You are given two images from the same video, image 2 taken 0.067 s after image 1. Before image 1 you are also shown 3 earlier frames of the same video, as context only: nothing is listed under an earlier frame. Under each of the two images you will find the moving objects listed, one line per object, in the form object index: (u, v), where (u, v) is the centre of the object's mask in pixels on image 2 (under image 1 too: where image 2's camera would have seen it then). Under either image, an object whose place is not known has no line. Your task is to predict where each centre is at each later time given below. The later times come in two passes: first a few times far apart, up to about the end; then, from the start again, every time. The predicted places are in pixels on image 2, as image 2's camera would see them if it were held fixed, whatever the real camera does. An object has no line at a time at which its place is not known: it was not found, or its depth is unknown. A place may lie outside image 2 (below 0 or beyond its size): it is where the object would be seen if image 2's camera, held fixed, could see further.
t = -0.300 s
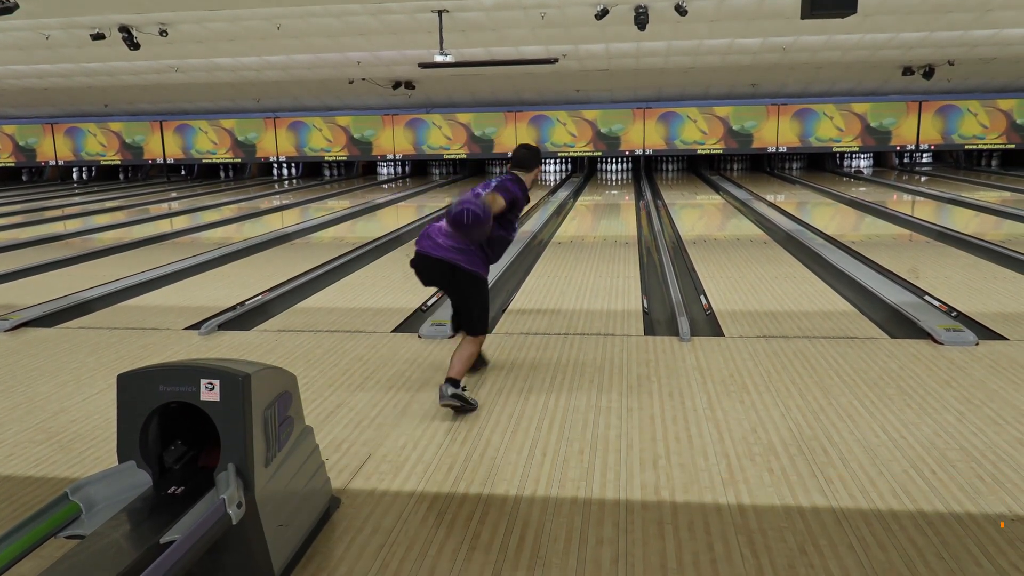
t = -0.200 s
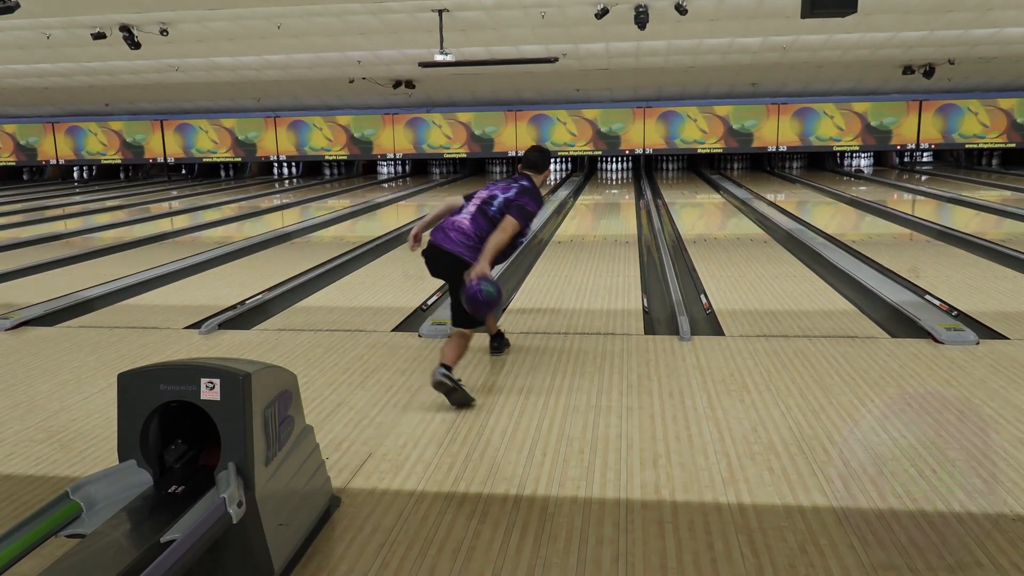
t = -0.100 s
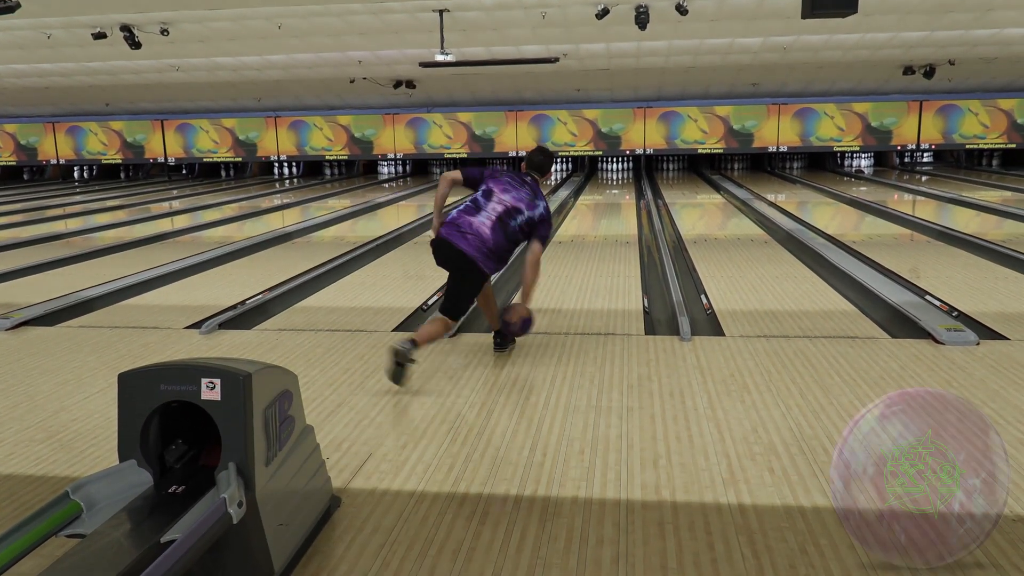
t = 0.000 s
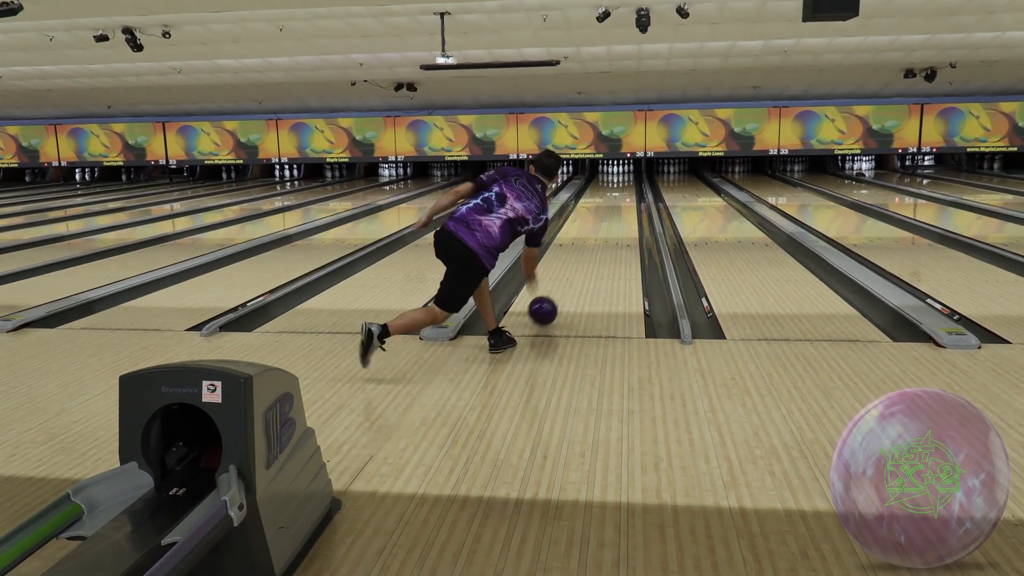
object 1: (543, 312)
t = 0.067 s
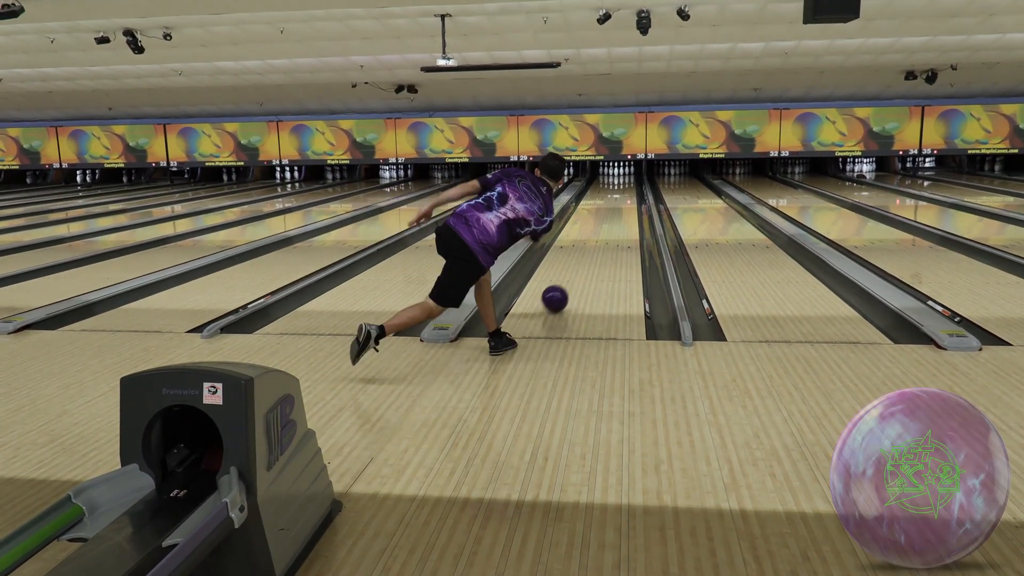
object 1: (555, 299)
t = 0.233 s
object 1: (576, 268)
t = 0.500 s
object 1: (598, 236)
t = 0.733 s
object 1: (610, 219)
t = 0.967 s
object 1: (618, 205)
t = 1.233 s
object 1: (624, 194)
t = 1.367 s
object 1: (626, 190)
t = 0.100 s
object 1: (560, 291)
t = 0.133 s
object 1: (564, 285)
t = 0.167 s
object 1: (569, 279)
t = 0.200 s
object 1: (572, 273)
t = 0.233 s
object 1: (576, 268)
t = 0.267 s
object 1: (580, 263)
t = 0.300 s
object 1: (583, 258)
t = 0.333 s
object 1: (586, 254)
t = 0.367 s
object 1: (588, 250)
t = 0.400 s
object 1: (591, 246)
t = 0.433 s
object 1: (593, 243)
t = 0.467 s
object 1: (596, 239)
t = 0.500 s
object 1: (598, 236)
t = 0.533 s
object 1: (600, 233)
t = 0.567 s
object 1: (602, 230)
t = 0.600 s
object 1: (604, 228)
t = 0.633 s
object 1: (605, 225)
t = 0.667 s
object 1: (607, 223)
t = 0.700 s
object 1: (608, 221)
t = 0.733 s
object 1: (610, 219)
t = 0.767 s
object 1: (611, 216)
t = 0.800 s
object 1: (612, 215)
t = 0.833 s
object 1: (614, 212)
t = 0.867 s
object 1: (615, 211)
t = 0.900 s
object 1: (616, 209)
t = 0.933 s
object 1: (617, 207)
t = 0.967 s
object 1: (618, 205)
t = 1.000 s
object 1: (619, 204)
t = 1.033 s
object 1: (620, 203)
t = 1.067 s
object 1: (621, 201)
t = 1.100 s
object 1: (622, 200)
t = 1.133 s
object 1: (622, 198)
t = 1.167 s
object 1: (623, 197)
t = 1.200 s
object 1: (624, 196)
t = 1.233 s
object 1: (624, 194)
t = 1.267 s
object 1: (625, 193)
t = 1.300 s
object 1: (625, 192)
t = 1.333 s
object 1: (626, 191)
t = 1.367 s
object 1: (626, 190)
